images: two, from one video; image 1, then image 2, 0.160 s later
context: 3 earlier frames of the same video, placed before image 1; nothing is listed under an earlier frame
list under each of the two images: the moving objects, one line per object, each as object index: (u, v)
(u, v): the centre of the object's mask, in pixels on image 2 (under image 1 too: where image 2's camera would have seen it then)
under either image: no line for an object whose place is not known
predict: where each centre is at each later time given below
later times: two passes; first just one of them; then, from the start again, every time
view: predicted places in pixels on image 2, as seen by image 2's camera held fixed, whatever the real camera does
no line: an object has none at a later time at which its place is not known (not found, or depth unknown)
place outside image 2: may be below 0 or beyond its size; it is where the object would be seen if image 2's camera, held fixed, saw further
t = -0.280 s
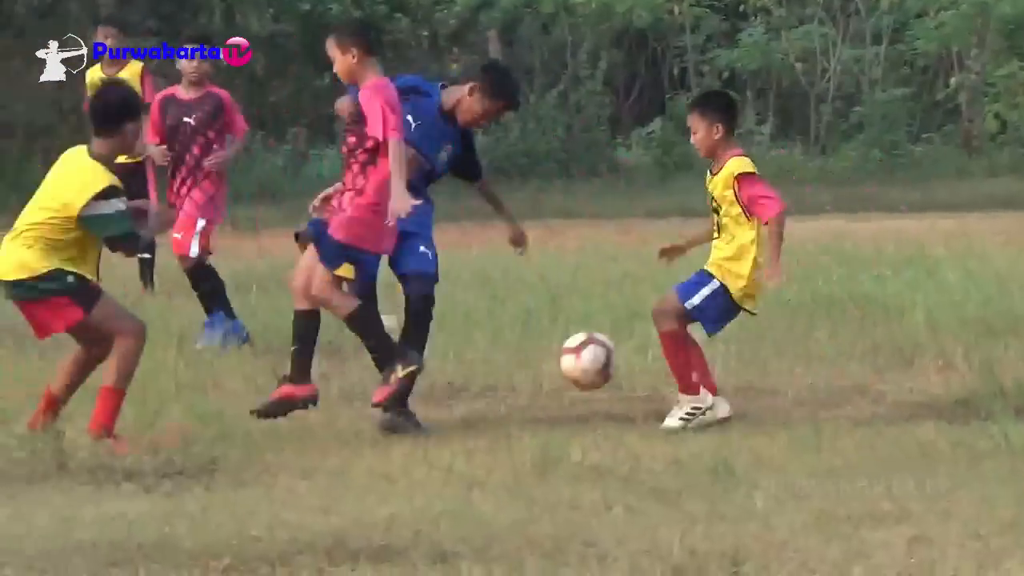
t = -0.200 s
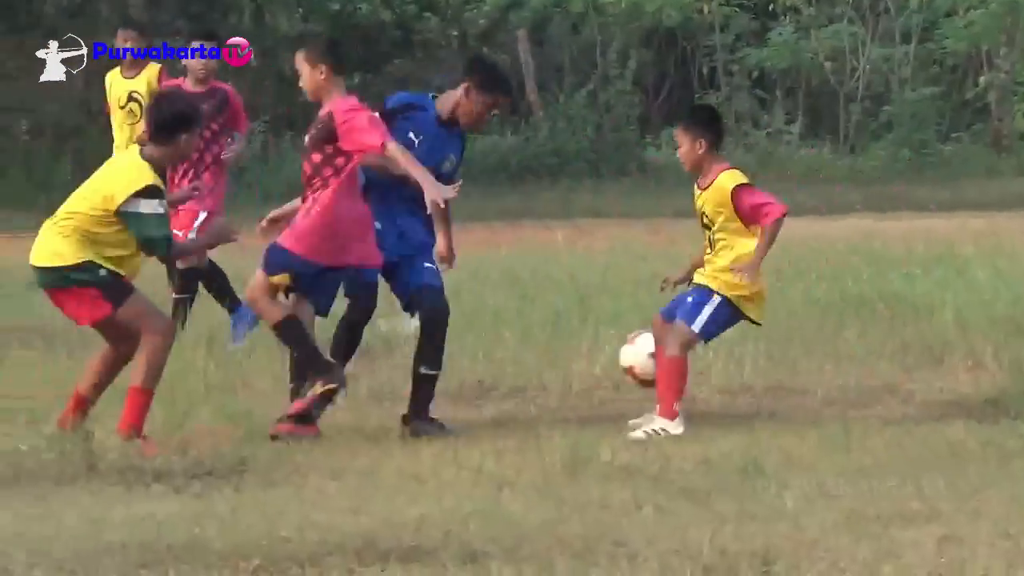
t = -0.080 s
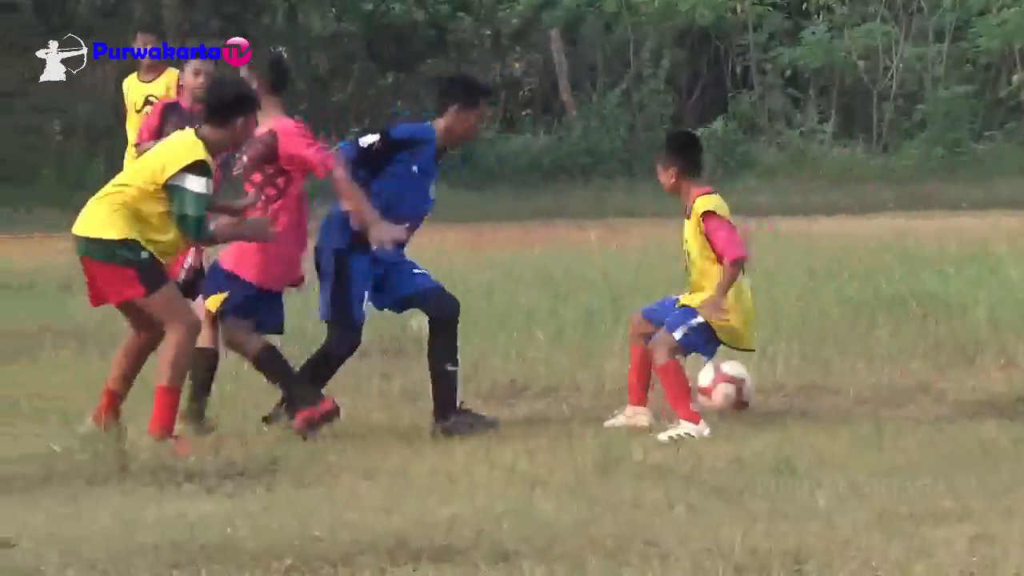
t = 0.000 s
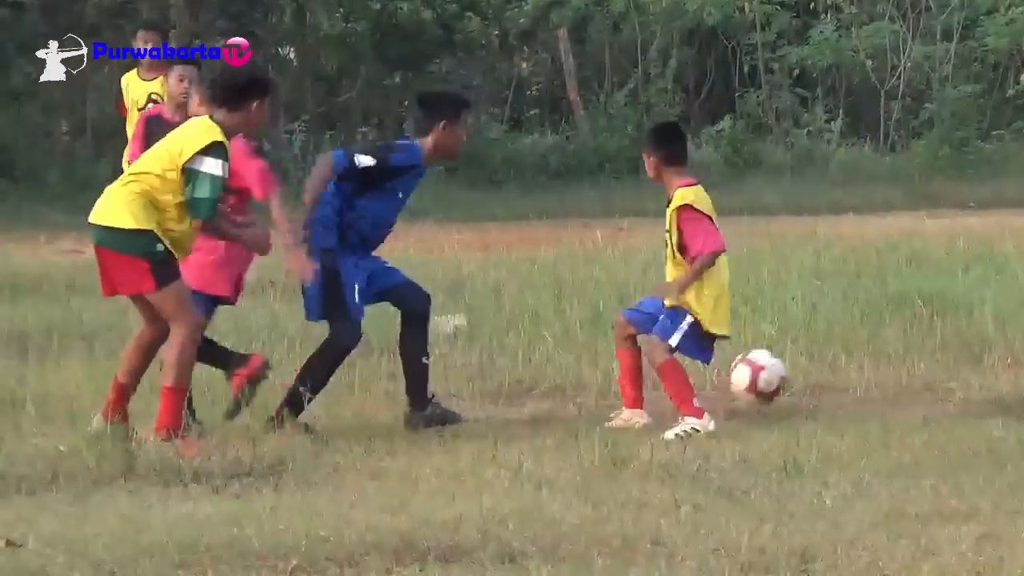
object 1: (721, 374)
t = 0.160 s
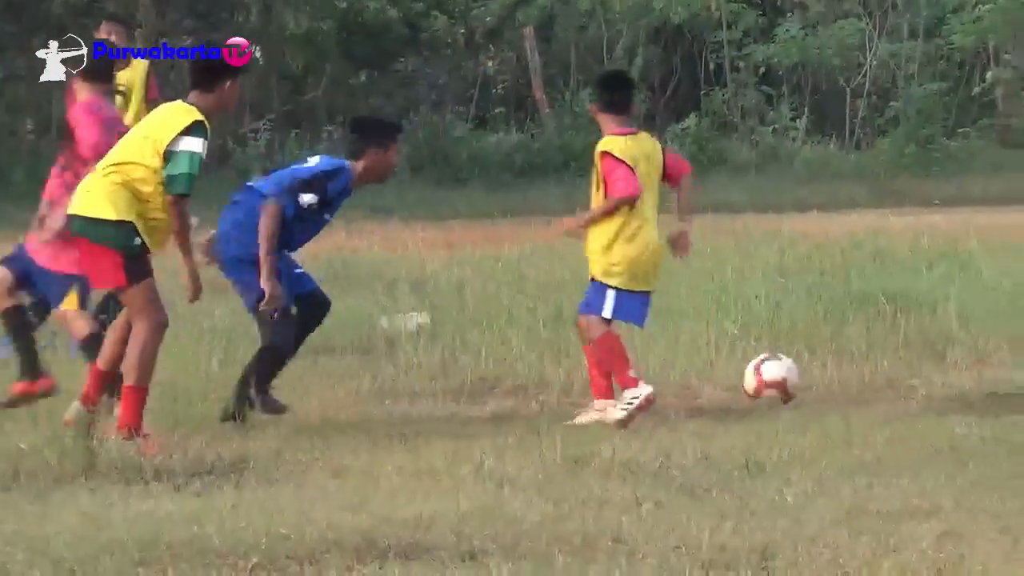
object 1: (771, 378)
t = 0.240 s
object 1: (798, 372)
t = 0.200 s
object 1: (784, 374)
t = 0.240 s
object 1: (798, 372)
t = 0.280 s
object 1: (813, 372)
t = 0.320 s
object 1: (826, 375)
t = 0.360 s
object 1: (837, 374)
